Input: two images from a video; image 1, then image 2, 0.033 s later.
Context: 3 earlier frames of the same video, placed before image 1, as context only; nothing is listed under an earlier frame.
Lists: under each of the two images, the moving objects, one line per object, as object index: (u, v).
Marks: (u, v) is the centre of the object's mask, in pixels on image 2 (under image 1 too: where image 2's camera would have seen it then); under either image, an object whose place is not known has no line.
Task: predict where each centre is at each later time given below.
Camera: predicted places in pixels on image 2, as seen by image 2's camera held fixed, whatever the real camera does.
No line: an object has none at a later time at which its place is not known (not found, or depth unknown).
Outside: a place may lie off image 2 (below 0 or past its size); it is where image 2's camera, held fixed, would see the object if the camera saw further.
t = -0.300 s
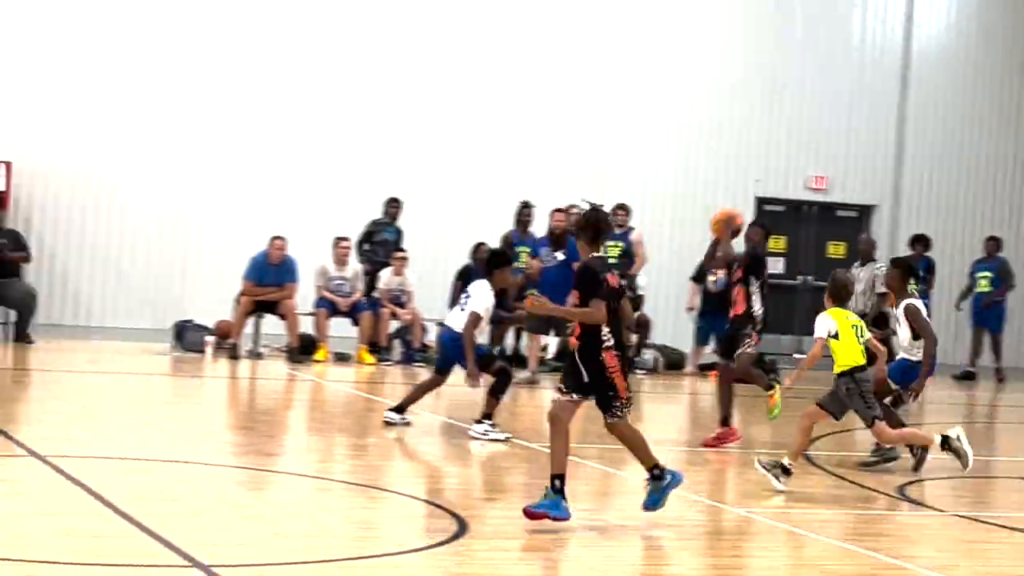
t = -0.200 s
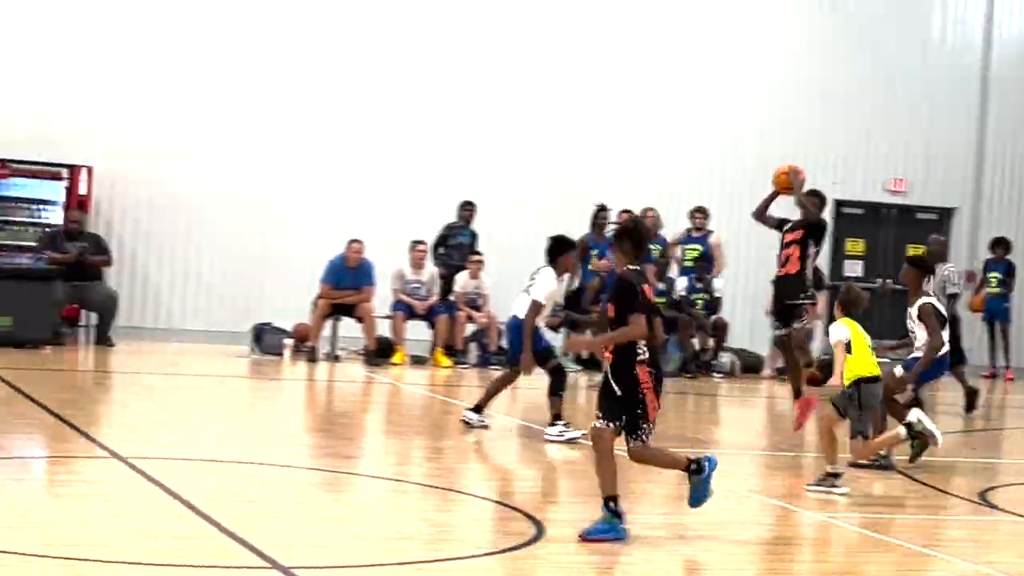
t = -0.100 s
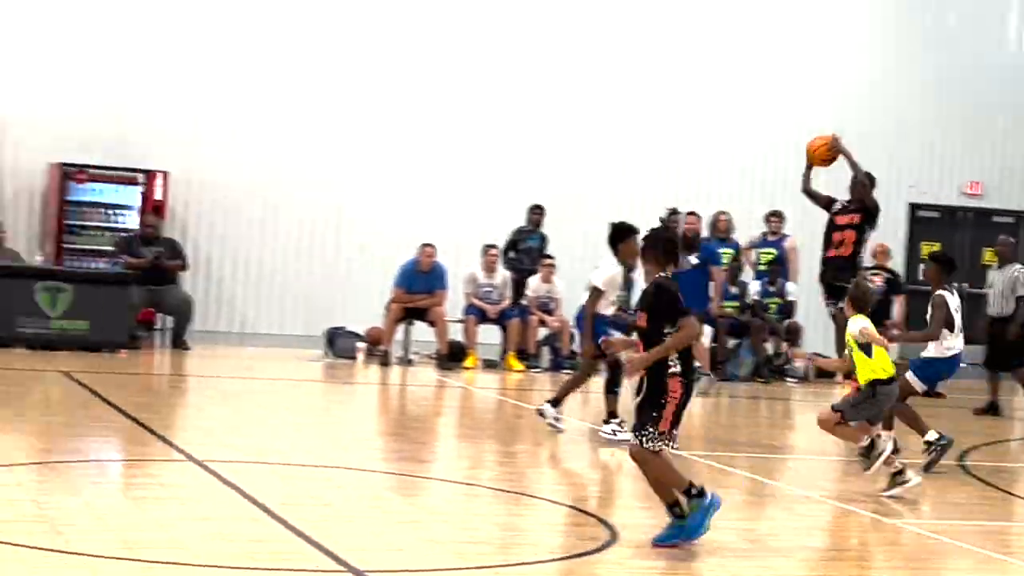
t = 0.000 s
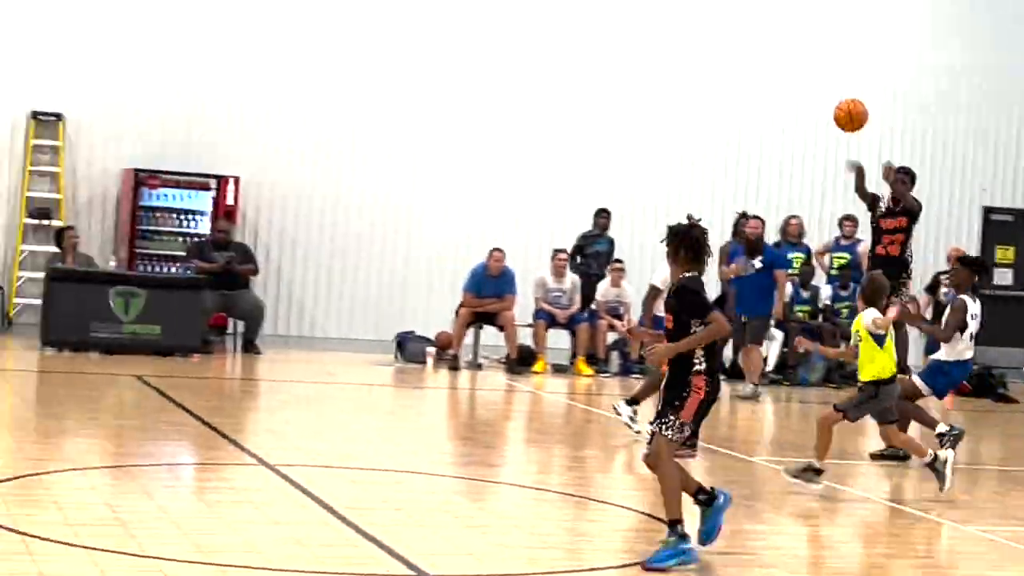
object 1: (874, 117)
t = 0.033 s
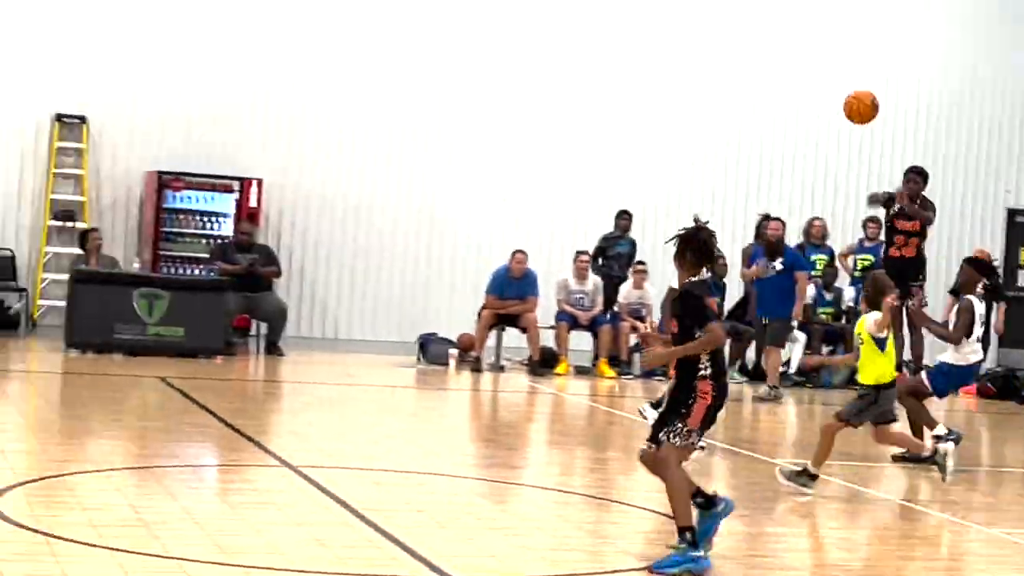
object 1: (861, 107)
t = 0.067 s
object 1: (847, 99)
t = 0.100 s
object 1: (833, 93)
